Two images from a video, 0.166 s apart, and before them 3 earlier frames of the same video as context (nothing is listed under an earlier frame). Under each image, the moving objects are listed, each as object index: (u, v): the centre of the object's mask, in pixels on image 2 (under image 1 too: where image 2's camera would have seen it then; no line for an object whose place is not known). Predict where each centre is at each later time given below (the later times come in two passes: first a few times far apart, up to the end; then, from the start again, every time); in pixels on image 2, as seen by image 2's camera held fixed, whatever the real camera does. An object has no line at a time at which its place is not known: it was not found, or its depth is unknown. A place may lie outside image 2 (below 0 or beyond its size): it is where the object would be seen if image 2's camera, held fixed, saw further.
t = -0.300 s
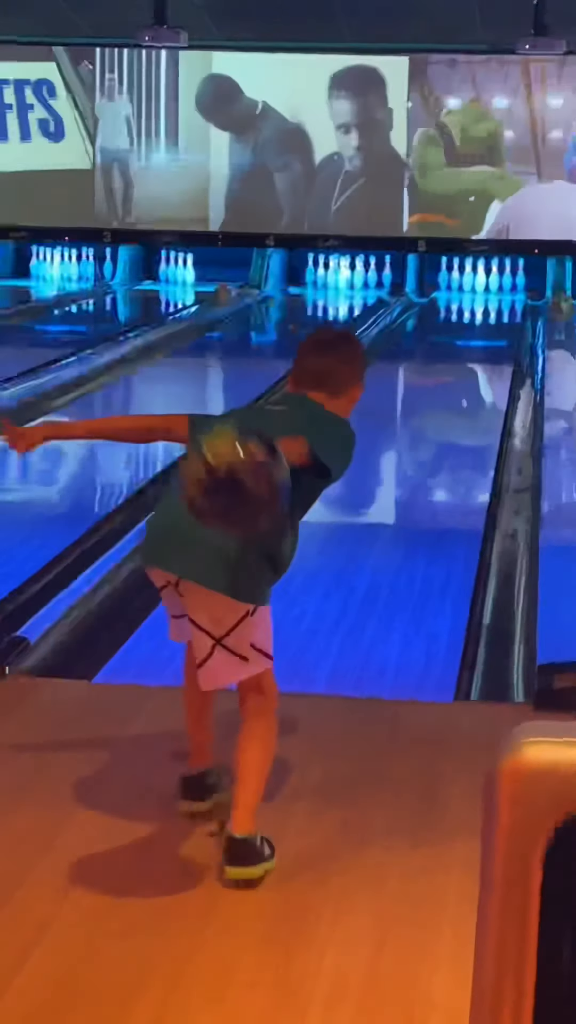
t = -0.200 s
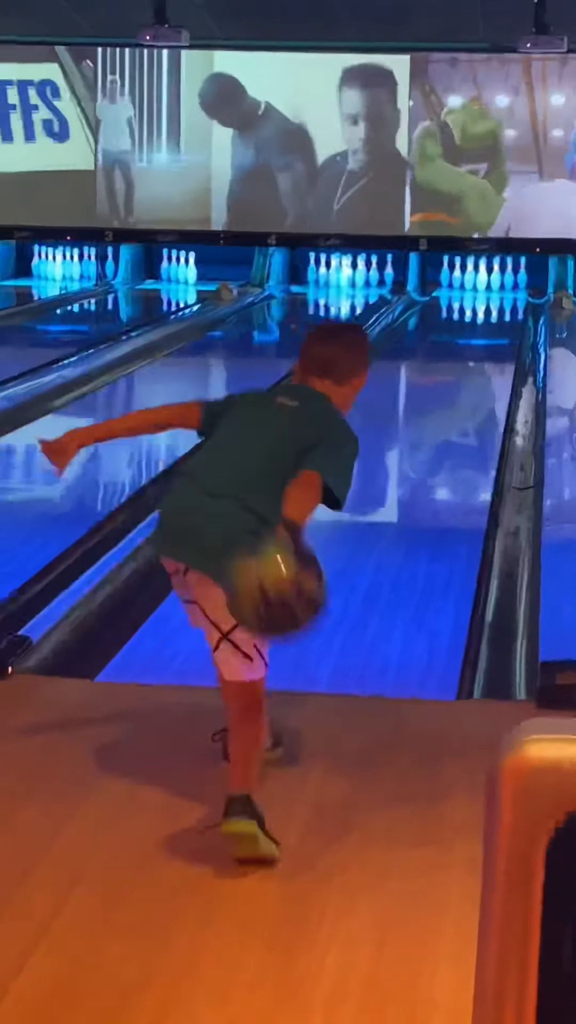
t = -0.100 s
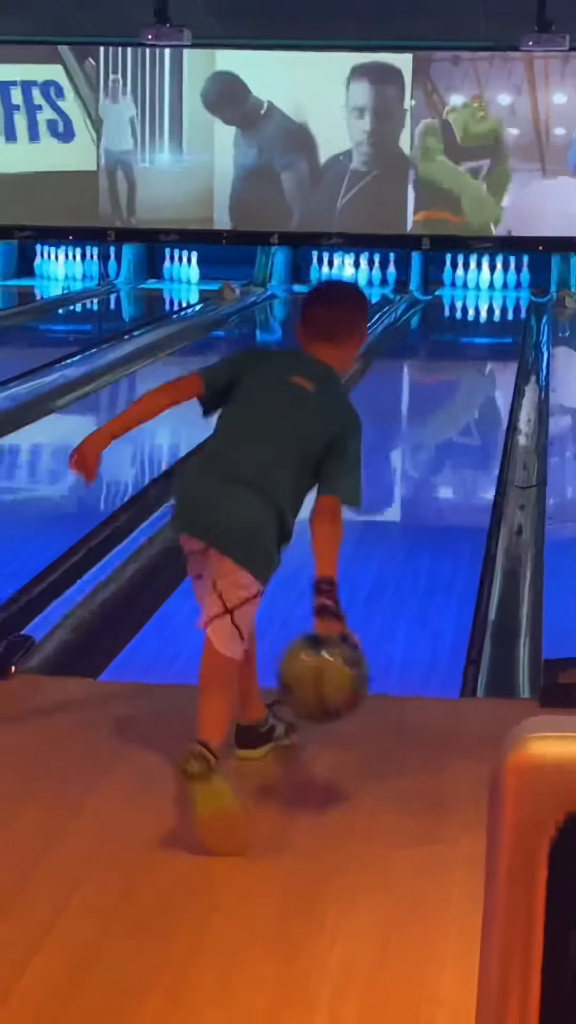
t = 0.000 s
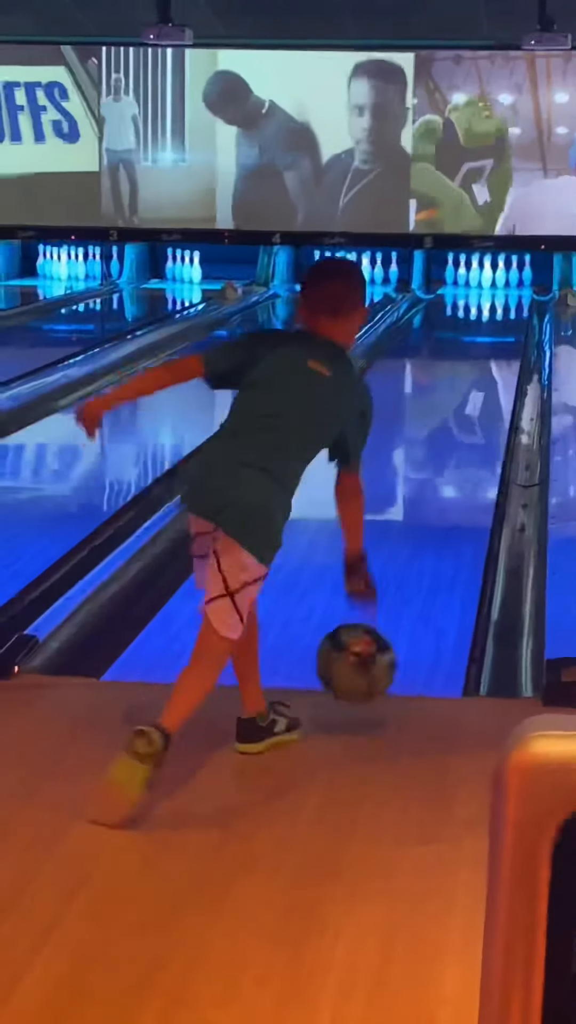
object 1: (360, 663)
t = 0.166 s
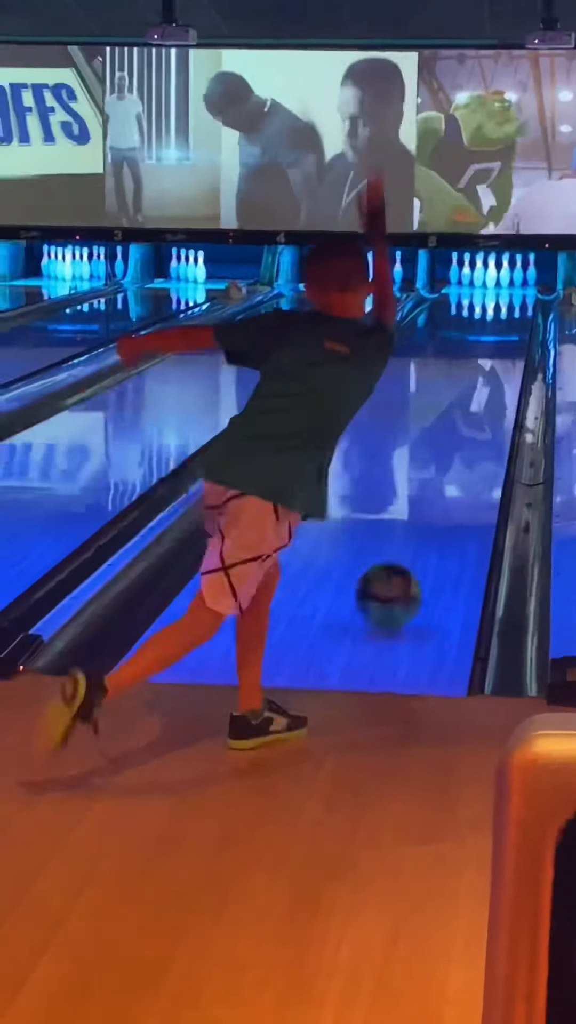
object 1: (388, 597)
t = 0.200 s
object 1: (393, 586)
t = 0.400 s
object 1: (413, 512)
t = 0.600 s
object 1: (431, 461)
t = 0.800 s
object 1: (441, 423)
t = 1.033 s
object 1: (450, 391)
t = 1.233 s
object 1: (457, 371)
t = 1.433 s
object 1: (460, 351)
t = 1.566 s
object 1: (464, 340)
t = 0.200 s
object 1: (393, 586)
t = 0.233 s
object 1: (397, 572)
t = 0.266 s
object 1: (401, 558)
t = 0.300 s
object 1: (404, 546)
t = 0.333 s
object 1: (408, 534)
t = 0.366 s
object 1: (411, 523)
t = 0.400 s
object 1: (413, 512)
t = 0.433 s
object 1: (417, 502)
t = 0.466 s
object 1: (420, 493)
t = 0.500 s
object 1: (422, 484)
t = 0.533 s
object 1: (425, 476)
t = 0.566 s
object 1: (428, 469)
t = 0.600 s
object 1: (431, 461)
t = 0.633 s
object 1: (432, 453)
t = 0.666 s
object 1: (433, 447)
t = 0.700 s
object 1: (435, 441)
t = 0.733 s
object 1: (437, 435)
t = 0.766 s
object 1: (439, 429)
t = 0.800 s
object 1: (441, 423)
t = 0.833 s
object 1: (442, 419)
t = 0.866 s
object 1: (444, 414)
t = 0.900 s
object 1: (445, 409)
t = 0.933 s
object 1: (446, 404)
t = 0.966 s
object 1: (447, 399)
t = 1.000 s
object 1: (449, 395)
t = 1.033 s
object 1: (450, 391)
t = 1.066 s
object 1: (452, 387)
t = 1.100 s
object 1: (452, 383)
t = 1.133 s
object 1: (453, 379)
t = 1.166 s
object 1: (454, 376)
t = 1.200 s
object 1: (456, 373)
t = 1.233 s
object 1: (457, 371)
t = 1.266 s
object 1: (458, 367)
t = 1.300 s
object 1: (458, 364)
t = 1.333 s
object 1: (459, 359)
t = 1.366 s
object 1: (459, 356)
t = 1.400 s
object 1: (460, 354)
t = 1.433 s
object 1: (460, 351)
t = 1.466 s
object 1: (462, 349)
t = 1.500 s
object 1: (463, 345)
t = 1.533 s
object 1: (464, 343)
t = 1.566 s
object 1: (464, 340)
